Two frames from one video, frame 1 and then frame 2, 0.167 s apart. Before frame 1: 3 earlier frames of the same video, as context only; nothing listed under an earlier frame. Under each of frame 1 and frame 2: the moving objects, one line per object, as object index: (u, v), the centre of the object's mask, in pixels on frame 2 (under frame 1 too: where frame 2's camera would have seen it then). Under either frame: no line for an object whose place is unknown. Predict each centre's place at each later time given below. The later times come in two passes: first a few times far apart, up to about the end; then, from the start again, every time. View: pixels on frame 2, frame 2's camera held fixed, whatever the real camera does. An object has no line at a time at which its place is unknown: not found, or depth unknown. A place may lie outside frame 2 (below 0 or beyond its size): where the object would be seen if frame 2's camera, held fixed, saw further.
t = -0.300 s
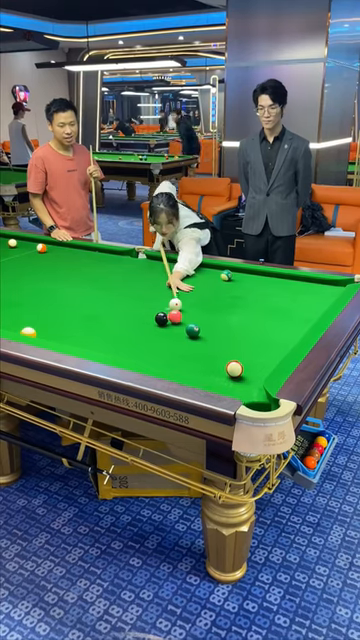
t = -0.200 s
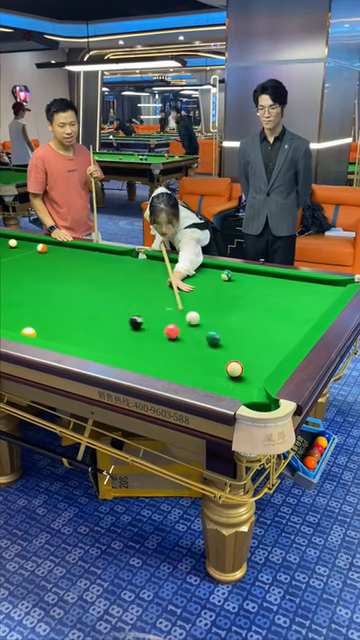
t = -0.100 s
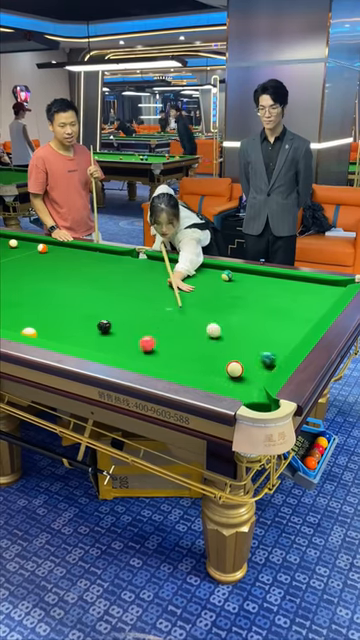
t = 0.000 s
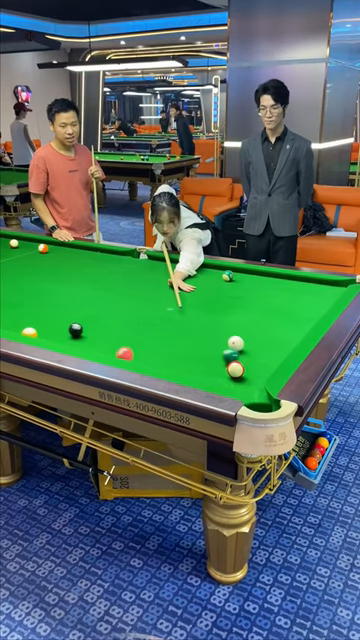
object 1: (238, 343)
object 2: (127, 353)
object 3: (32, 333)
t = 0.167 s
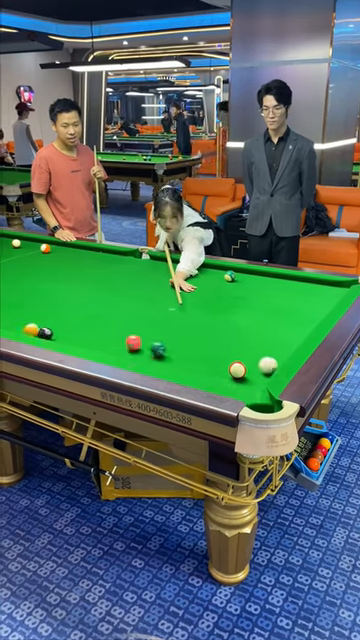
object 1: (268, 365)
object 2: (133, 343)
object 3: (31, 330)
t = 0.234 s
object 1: (249, 363)
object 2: (138, 336)
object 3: (33, 325)
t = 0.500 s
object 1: (190, 360)
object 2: (151, 317)
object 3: (39, 314)
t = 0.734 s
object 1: (140, 356)
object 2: (162, 301)
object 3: (43, 304)
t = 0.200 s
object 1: (258, 364)
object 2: (134, 339)
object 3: (32, 327)
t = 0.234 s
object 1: (249, 363)
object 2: (138, 336)
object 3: (33, 325)
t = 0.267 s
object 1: (241, 359)
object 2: (139, 334)
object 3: (33, 324)
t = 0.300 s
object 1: (231, 359)
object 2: (141, 331)
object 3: (35, 323)
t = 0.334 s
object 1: (224, 361)
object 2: (143, 329)
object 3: (35, 322)
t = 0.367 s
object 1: (218, 361)
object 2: (145, 327)
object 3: (36, 321)
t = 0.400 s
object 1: (211, 361)
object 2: (146, 324)
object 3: (37, 319)
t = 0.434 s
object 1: (204, 361)
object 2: (148, 321)
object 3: (37, 318)
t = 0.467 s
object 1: (196, 360)
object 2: (150, 319)
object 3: (38, 316)
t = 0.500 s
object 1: (190, 360)
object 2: (151, 317)
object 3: (39, 314)
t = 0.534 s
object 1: (183, 359)
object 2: (153, 315)
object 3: (39, 313)
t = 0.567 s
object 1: (176, 359)
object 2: (155, 312)
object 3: (40, 312)
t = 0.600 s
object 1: (169, 359)
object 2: (156, 310)
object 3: (41, 310)
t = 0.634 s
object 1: (163, 358)
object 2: (157, 308)
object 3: (42, 309)
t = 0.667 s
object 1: (156, 358)
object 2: (159, 306)
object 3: (42, 307)
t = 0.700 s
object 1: (146, 357)
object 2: (161, 303)
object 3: (43, 305)
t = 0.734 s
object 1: (140, 356)
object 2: (162, 301)
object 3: (43, 304)
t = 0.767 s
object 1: (130, 355)
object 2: (164, 299)
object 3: (44, 302)
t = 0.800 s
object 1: (124, 354)
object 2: (165, 297)
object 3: (45, 301)
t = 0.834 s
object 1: (115, 354)
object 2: (167, 294)
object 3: (46, 299)
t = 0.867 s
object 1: (110, 351)
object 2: (169, 292)
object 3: (47, 298)
